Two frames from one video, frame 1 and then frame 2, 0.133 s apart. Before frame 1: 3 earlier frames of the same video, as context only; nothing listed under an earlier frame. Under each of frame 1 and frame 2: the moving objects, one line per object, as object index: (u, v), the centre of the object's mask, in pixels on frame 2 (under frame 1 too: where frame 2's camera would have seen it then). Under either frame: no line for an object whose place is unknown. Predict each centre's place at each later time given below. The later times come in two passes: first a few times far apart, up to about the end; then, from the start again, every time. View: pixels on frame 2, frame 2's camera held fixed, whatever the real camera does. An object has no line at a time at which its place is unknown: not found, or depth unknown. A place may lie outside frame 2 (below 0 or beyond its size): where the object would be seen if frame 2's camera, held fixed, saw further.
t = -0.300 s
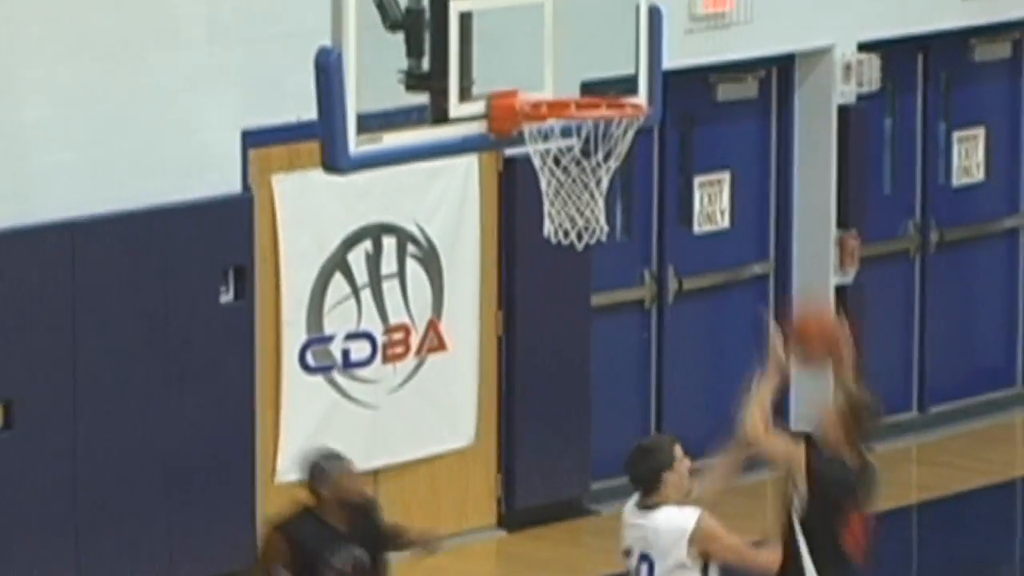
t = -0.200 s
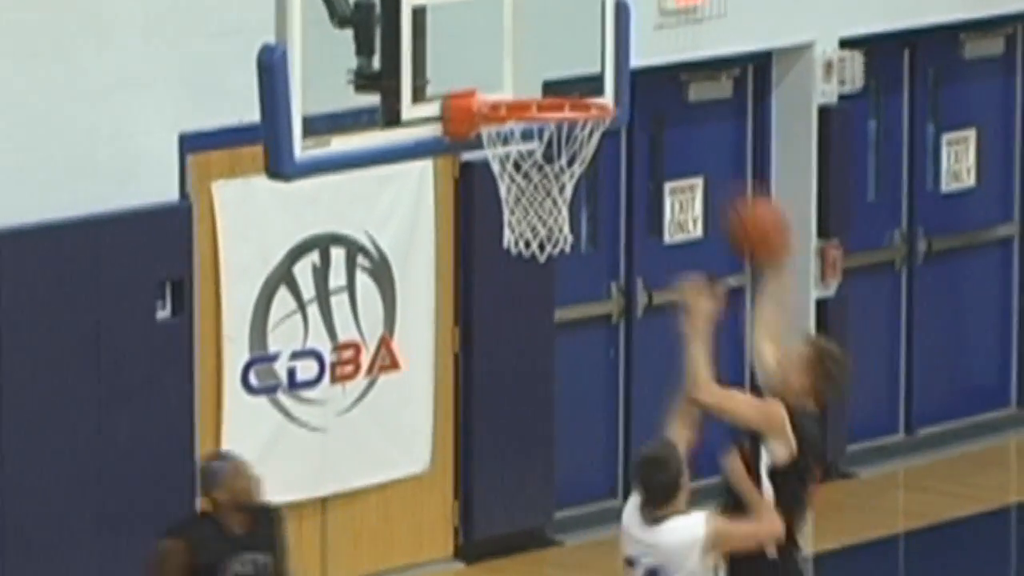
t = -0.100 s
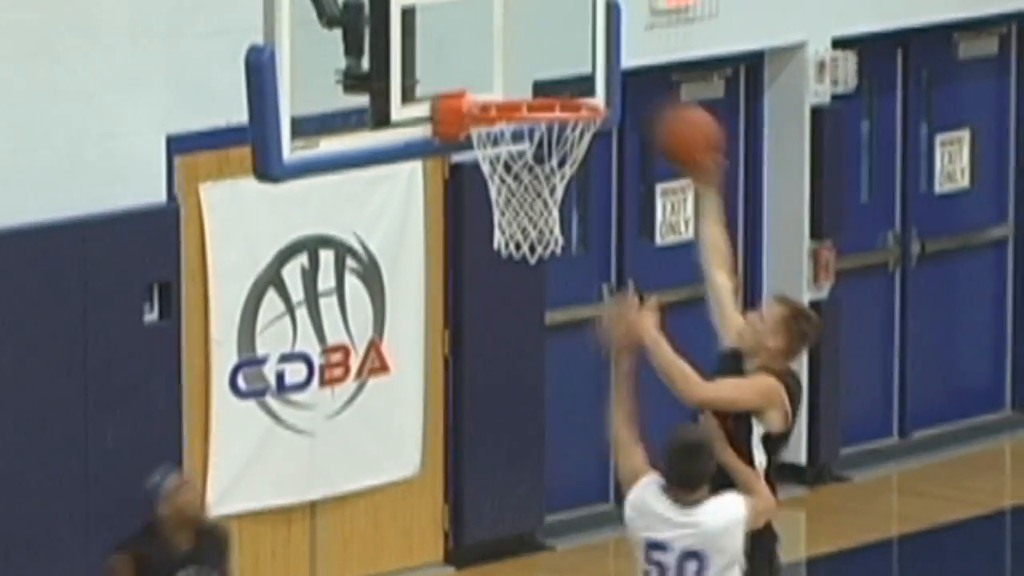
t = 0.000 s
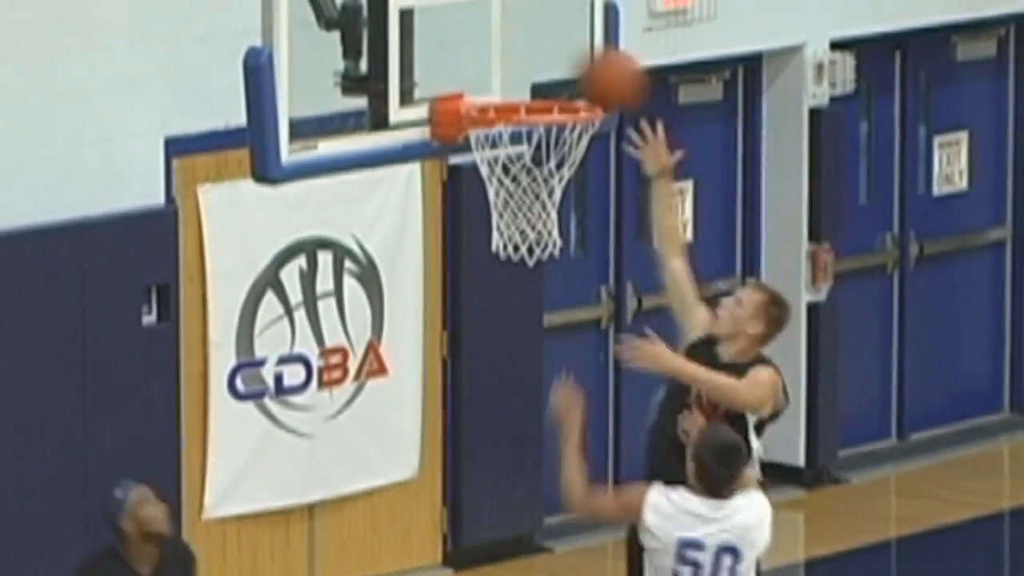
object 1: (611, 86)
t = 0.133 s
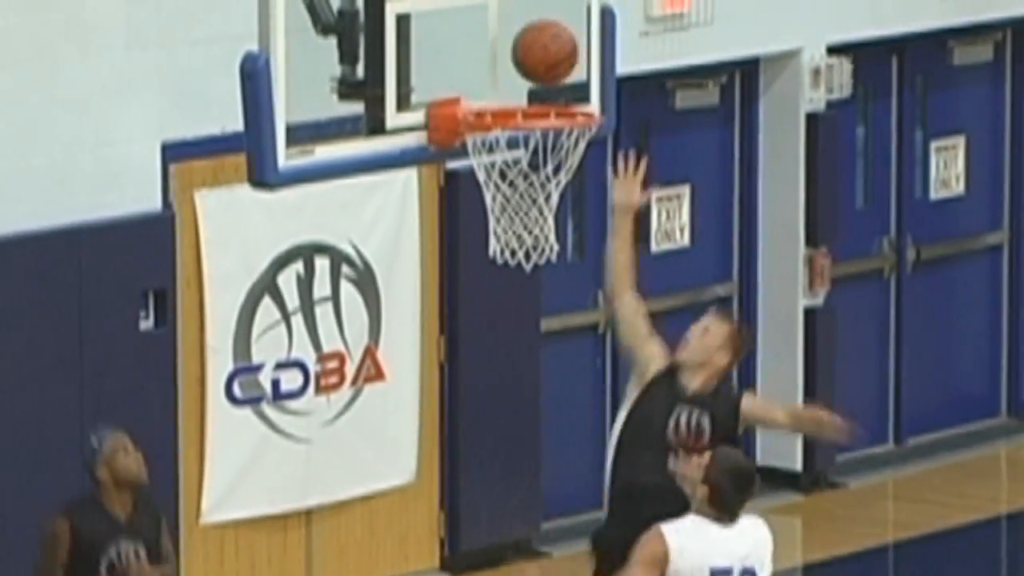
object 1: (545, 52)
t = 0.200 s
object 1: (554, 57)
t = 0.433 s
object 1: (557, 120)
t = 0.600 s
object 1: (529, 206)
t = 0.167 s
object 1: (549, 54)
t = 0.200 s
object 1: (554, 57)
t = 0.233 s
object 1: (558, 65)
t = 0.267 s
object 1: (562, 75)
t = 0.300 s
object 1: (564, 85)
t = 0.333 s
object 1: (562, 89)
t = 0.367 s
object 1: (559, 94)
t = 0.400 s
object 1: (556, 100)
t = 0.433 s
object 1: (557, 120)
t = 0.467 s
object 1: (553, 134)
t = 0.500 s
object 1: (545, 154)
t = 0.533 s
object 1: (541, 164)
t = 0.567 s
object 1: (535, 185)
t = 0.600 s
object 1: (529, 206)
